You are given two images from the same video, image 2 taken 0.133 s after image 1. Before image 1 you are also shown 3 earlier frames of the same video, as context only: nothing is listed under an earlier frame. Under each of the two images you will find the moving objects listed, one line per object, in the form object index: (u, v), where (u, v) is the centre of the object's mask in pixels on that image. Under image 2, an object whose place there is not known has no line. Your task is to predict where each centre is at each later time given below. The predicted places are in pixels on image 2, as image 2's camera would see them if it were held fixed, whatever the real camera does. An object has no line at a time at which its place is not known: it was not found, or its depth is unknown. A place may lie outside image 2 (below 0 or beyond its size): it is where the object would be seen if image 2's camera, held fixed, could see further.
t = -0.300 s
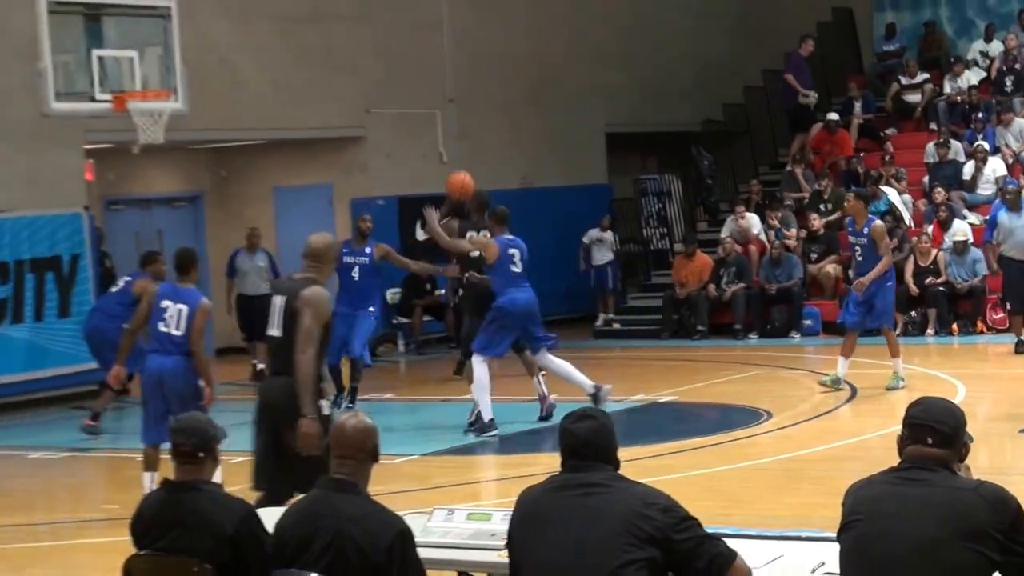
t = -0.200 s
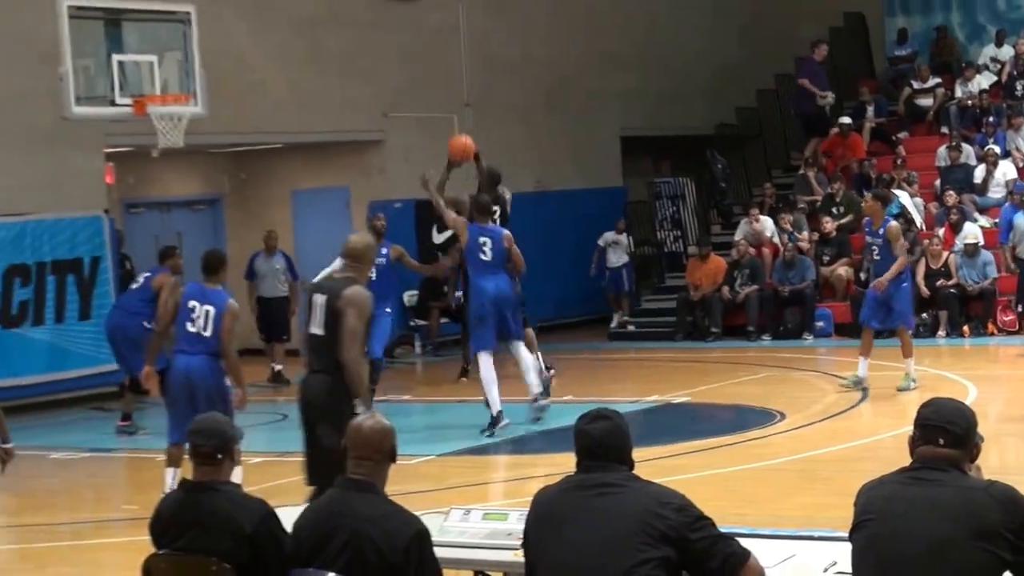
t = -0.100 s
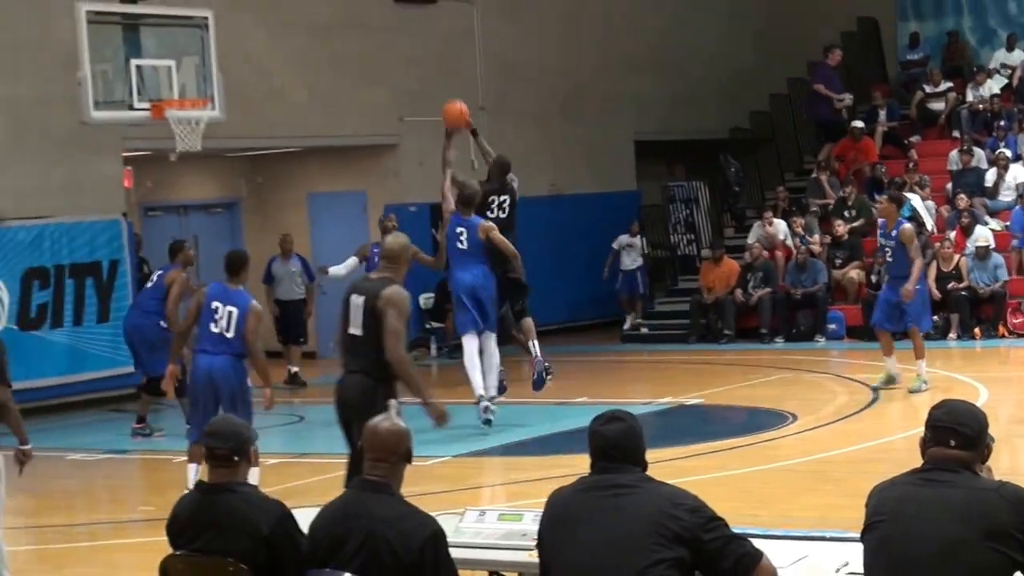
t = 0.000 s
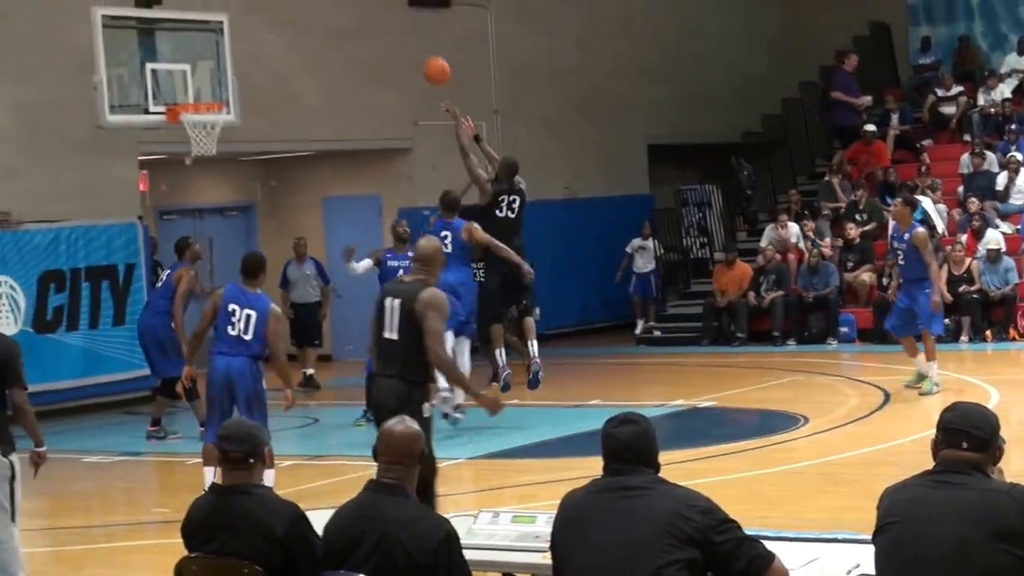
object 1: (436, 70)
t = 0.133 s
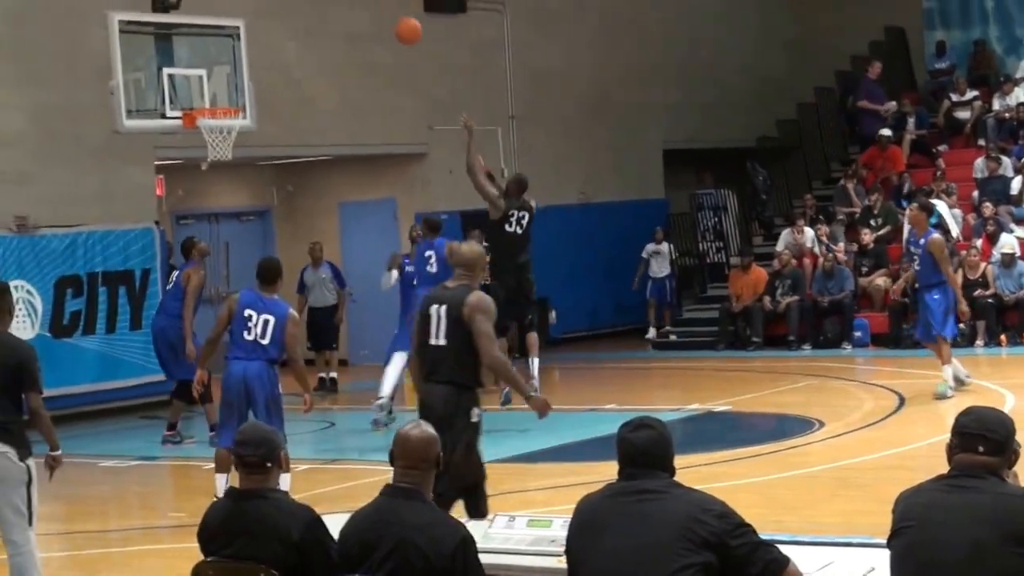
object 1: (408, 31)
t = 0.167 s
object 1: (397, 22)
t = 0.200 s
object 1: (387, 16)
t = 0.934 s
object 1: (200, 143)
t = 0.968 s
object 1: (197, 144)
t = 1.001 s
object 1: (196, 147)
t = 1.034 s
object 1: (195, 152)
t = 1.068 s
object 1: (193, 158)
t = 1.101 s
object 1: (193, 167)
